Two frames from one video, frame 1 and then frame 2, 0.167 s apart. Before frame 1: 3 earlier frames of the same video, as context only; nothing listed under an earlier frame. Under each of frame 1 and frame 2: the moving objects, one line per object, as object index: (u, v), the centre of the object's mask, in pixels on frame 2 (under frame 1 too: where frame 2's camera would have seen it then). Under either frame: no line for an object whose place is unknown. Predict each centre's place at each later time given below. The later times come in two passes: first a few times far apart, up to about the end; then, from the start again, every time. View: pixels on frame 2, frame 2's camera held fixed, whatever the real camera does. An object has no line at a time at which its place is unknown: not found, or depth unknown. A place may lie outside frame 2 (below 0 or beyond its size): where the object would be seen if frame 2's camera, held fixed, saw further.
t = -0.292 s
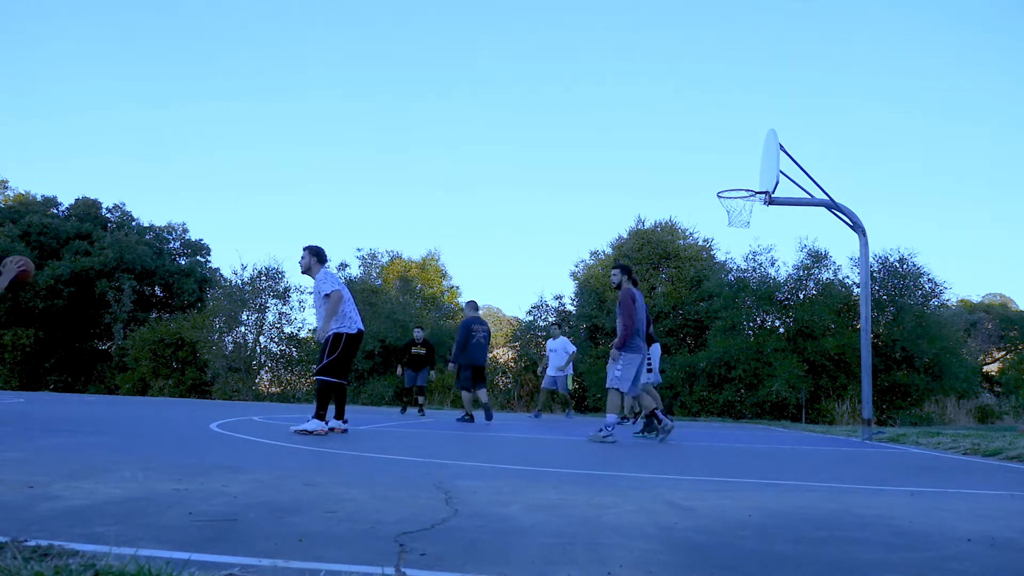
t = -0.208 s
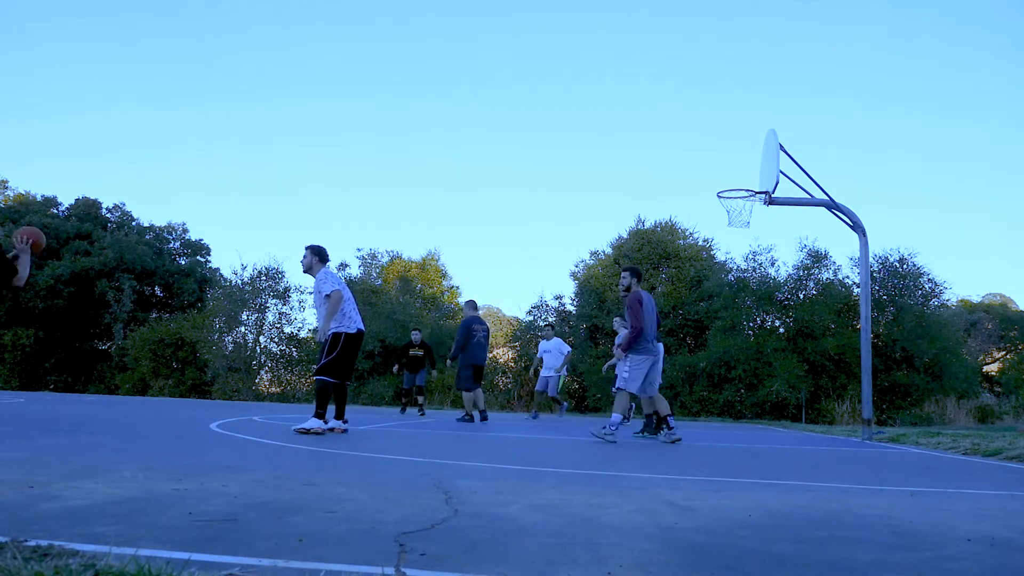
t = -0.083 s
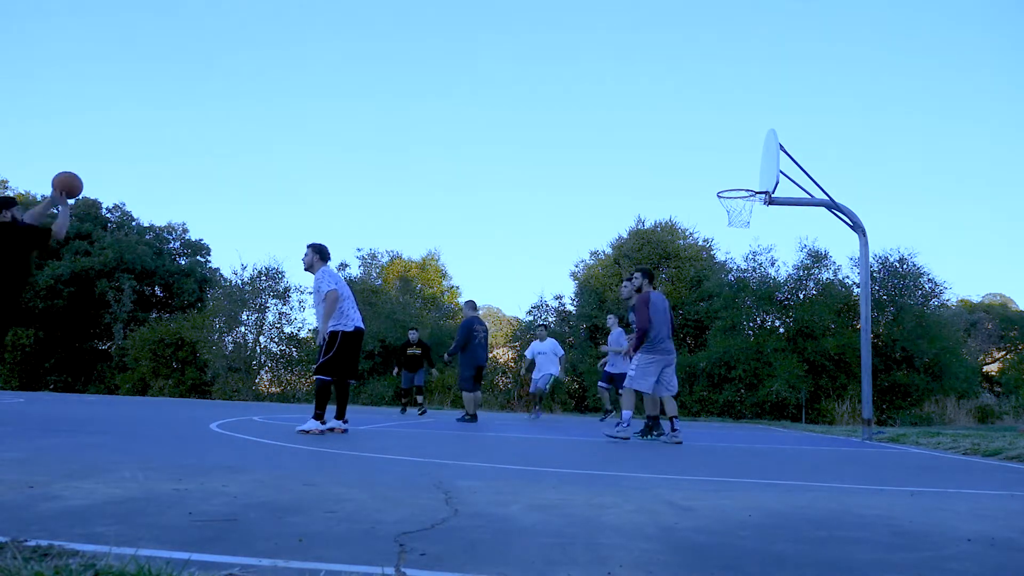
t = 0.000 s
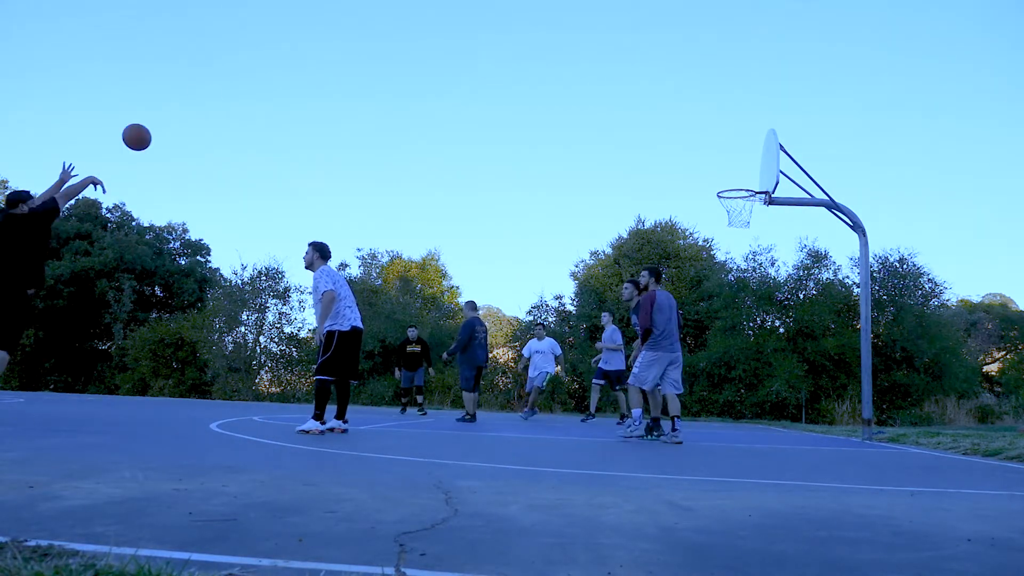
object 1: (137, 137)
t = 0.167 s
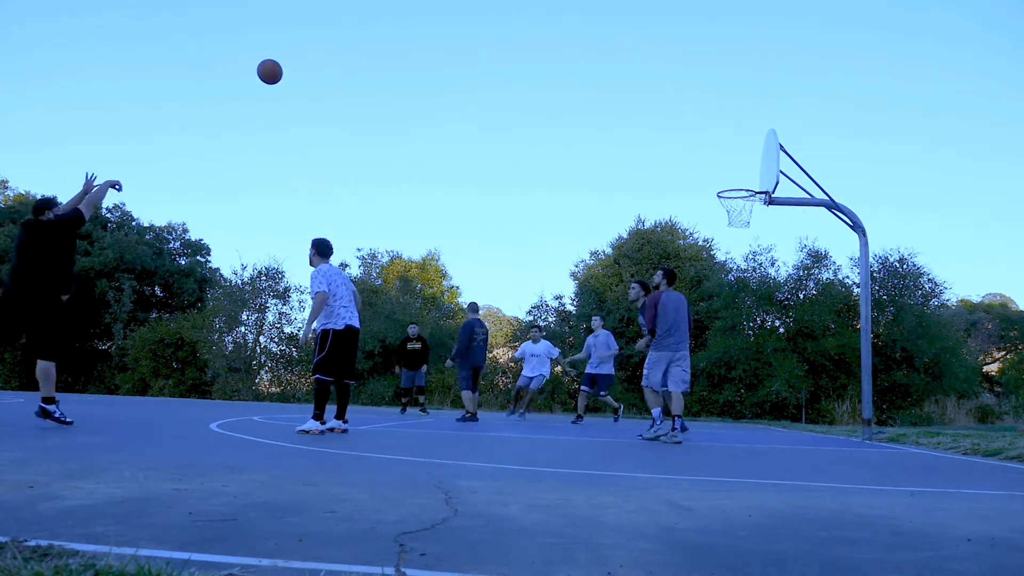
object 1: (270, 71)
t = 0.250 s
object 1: (328, 52)
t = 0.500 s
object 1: (477, 35)
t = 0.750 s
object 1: (600, 70)
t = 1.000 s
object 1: (705, 146)
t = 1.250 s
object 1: (715, 206)
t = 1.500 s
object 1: (729, 224)
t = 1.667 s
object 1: (747, 260)
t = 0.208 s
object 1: (299, 61)
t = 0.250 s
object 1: (328, 52)
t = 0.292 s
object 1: (355, 45)
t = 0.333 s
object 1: (381, 40)
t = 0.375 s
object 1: (407, 36)
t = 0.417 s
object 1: (431, 35)
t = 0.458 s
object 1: (455, 34)
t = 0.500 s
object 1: (477, 35)
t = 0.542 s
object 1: (499, 38)
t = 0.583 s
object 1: (521, 42)
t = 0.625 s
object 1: (541, 47)
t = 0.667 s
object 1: (561, 54)
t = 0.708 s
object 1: (581, 61)
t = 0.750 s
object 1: (600, 70)
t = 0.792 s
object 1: (618, 80)
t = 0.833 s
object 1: (636, 91)
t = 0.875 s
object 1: (654, 104)
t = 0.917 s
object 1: (671, 117)
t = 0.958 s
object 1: (688, 131)
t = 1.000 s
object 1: (705, 146)
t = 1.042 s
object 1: (721, 163)
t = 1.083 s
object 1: (736, 180)
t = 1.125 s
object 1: (743, 195)
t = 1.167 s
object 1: (726, 205)
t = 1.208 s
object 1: (718, 208)
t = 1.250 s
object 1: (715, 206)
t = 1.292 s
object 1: (714, 207)
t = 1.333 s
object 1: (716, 208)
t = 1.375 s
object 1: (718, 211)
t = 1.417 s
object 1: (721, 214)
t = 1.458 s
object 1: (725, 219)
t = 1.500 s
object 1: (729, 224)
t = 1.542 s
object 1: (734, 231)
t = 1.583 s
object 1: (738, 239)
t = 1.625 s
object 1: (742, 249)
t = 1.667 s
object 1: (747, 260)
